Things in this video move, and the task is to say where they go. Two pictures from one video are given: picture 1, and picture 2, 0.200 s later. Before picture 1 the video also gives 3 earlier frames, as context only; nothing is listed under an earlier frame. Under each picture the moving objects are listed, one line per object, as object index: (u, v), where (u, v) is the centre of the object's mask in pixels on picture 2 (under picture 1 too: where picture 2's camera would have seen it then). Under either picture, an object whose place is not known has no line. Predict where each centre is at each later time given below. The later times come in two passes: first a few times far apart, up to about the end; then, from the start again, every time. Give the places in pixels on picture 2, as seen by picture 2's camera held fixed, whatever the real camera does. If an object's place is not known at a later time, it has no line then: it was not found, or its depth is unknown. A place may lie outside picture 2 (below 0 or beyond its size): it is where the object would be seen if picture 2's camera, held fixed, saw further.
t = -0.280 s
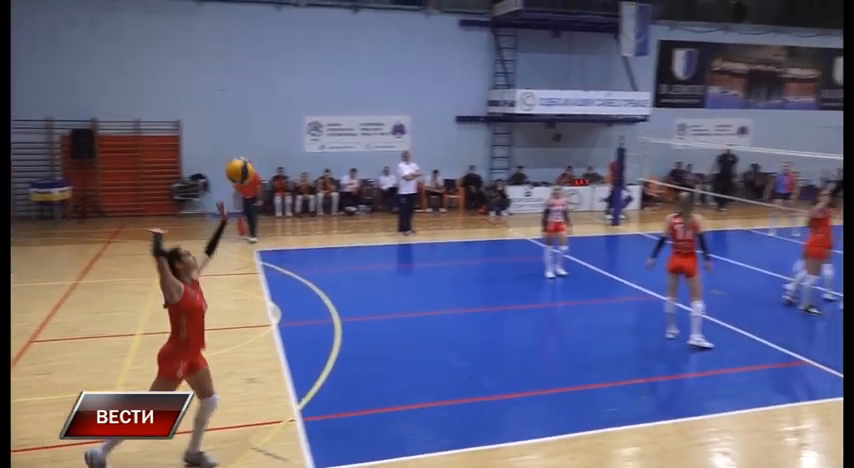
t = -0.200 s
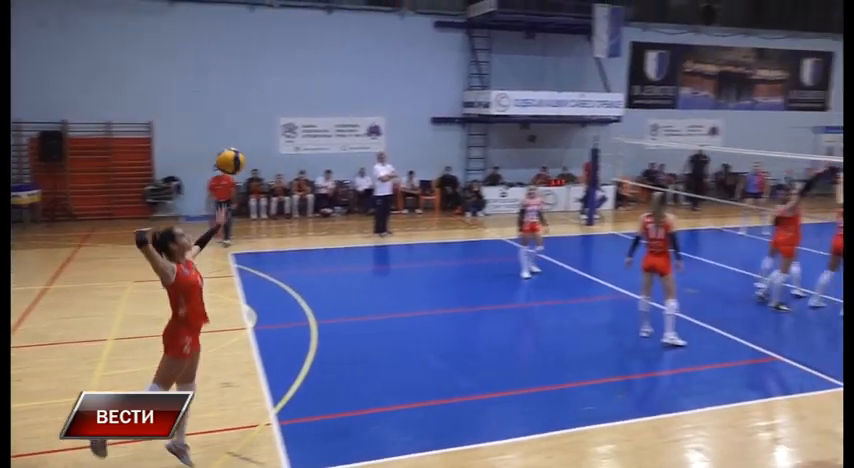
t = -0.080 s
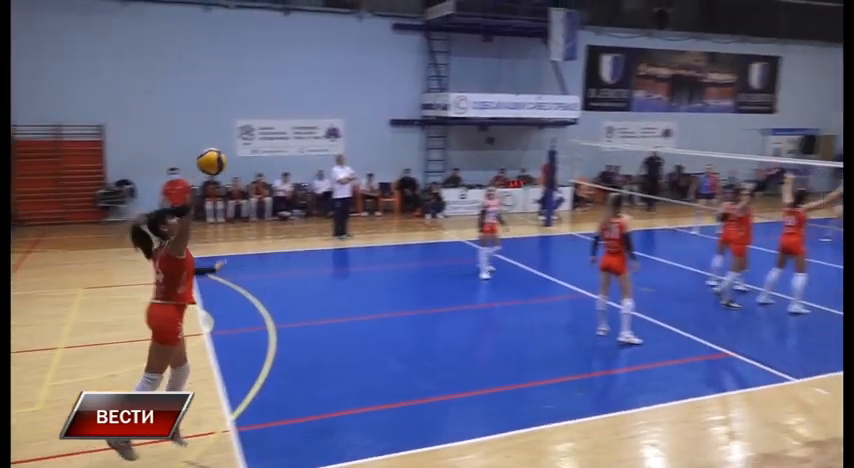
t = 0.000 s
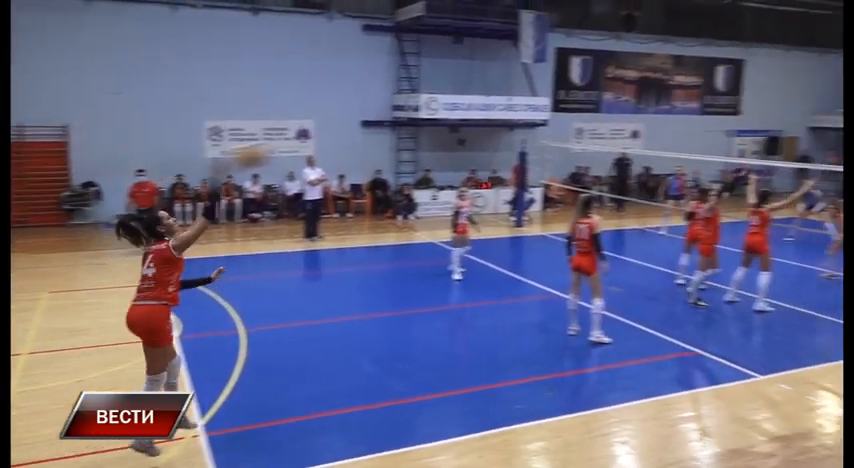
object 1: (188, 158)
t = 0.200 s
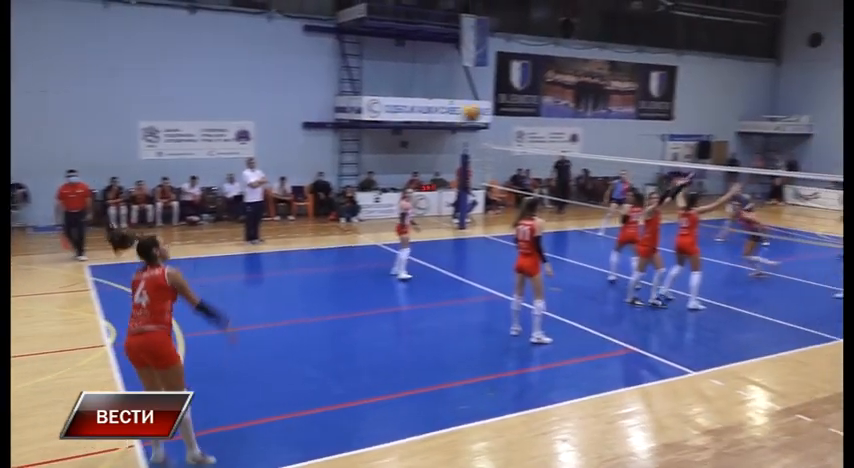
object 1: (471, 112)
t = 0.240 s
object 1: (506, 109)
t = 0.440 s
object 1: (637, 110)
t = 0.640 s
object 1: (722, 130)
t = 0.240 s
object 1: (506, 109)
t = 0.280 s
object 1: (539, 107)
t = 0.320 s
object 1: (567, 106)
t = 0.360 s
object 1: (593, 107)
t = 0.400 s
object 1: (616, 108)
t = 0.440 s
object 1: (637, 110)
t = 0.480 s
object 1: (658, 113)
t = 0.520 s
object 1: (676, 117)
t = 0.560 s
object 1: (693, 121)
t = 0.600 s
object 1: (708, 126)
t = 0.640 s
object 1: (722, 130)
